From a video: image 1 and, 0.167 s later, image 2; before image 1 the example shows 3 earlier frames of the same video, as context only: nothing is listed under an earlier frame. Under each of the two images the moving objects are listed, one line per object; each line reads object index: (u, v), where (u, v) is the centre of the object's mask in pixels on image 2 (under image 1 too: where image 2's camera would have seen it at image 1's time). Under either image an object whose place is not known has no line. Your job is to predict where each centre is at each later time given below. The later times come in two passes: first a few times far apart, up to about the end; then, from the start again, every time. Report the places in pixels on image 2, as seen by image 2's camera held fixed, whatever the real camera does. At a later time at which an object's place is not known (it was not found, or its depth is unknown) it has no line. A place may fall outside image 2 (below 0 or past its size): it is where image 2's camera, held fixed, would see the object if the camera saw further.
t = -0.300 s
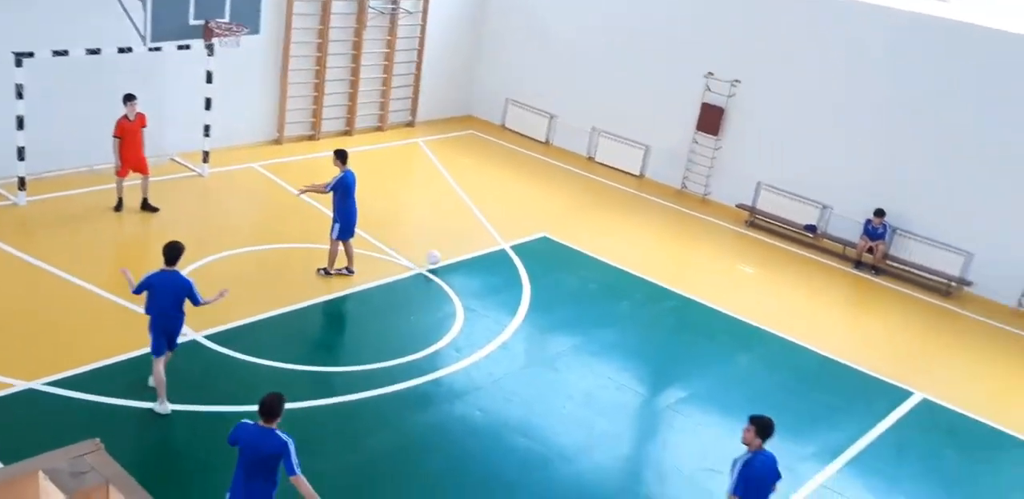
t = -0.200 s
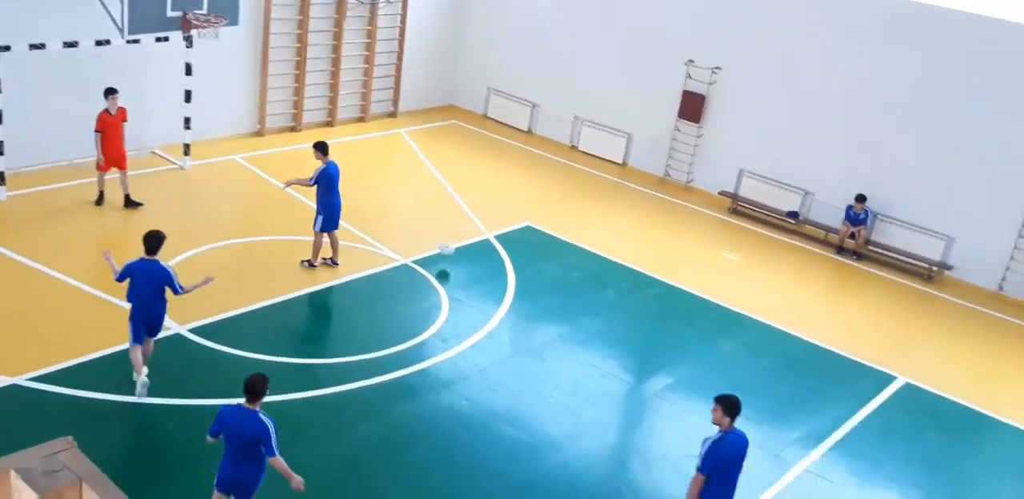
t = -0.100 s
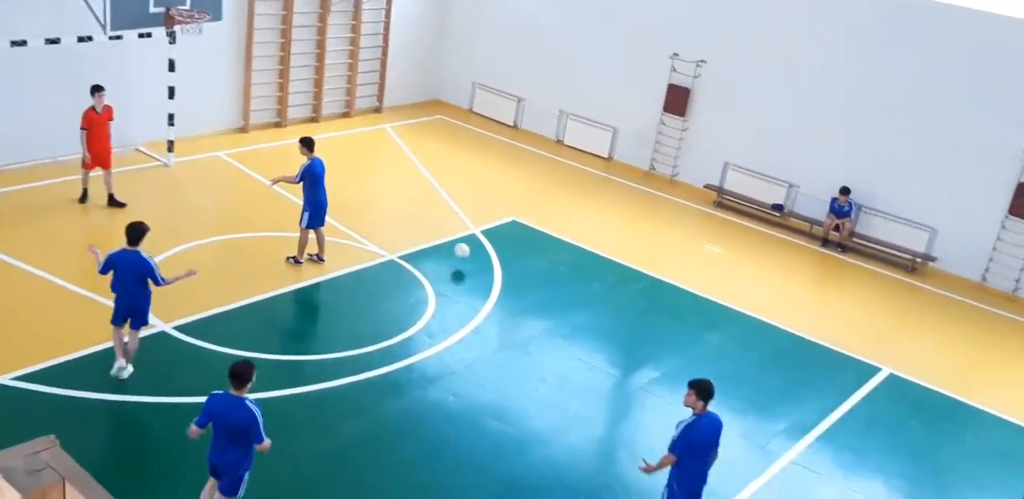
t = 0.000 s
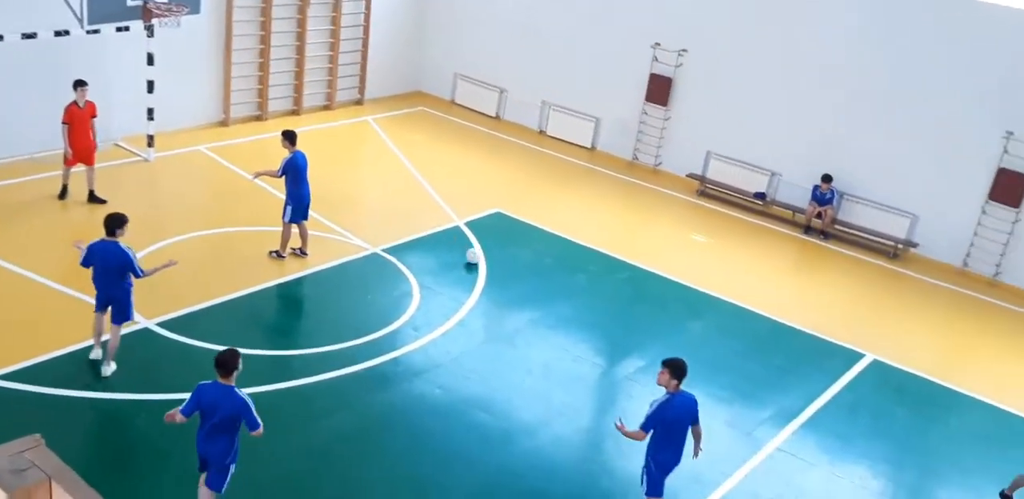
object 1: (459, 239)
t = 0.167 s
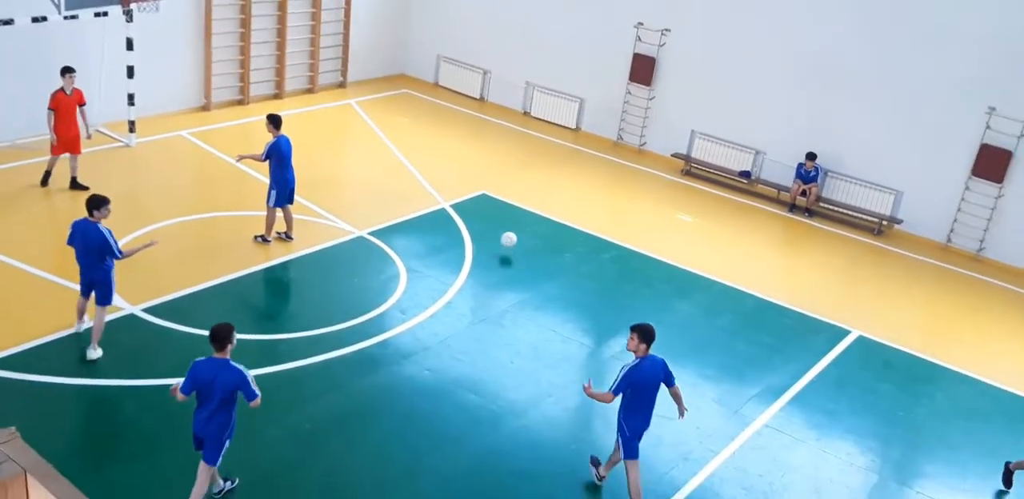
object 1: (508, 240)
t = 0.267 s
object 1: (536, 251)
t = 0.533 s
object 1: (612, 263)
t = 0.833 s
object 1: (696, 280)
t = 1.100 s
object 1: (771, 295)
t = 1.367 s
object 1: (849, 309)
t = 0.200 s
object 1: (518, 242)
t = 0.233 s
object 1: (527, 247)
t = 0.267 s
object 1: (536, 251)
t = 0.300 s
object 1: (546, 252)
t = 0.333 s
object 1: (556, 252)
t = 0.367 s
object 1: (565, 254)
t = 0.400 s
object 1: (574, 255)
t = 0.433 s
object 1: (583, 256)
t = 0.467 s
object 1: (593, 259)
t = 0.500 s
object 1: (603, 263)
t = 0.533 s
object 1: (612, 263)
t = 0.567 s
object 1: (621, 263)
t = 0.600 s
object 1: (631, 265)
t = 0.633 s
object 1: (641, 266)
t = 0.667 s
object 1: (650, 269)
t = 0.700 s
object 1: (659, 272)
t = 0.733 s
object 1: (669, 273)
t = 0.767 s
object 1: (678, 275)
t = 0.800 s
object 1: (687, 277)
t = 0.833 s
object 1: (696, 280)
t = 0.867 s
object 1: (705, 282)
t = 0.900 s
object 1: (715, 284)
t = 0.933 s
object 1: (725, 285)
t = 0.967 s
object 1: (734, 287)
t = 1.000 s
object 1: (743, 289)
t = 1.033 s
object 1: (753, 291)
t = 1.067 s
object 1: (762, 293)
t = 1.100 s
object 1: (771, 295)
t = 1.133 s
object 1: (781, 298)
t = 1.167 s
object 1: (790, 299)
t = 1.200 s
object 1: (801, 300)
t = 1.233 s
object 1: (810, 301)
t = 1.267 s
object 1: (819, 303)
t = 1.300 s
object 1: (828, 305)
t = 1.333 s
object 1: (839, 306)
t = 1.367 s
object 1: (849, 309)
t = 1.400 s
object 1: (858, 308)
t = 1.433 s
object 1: (868, 308)
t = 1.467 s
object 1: (877, 309)
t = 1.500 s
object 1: (885, 311)
